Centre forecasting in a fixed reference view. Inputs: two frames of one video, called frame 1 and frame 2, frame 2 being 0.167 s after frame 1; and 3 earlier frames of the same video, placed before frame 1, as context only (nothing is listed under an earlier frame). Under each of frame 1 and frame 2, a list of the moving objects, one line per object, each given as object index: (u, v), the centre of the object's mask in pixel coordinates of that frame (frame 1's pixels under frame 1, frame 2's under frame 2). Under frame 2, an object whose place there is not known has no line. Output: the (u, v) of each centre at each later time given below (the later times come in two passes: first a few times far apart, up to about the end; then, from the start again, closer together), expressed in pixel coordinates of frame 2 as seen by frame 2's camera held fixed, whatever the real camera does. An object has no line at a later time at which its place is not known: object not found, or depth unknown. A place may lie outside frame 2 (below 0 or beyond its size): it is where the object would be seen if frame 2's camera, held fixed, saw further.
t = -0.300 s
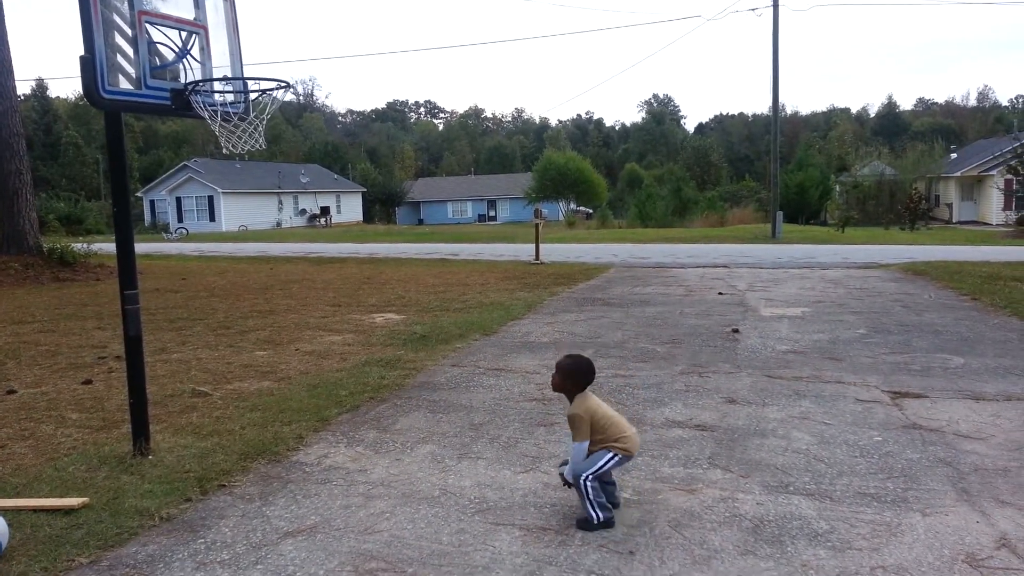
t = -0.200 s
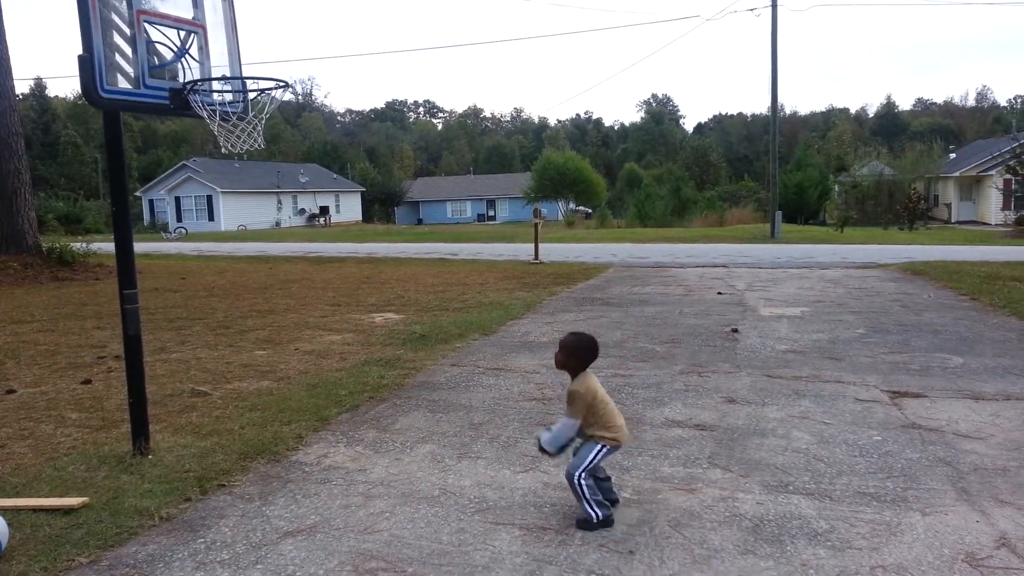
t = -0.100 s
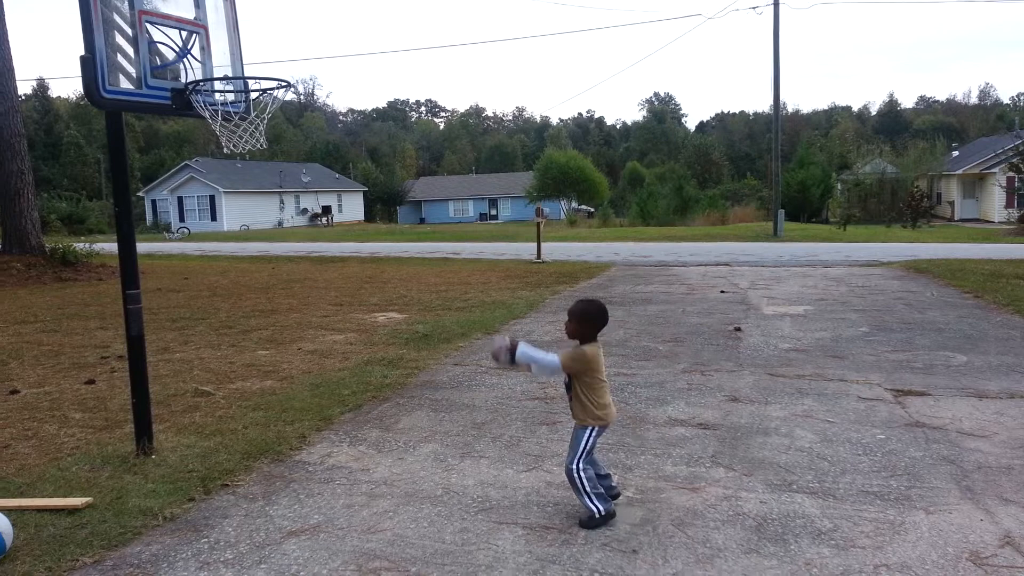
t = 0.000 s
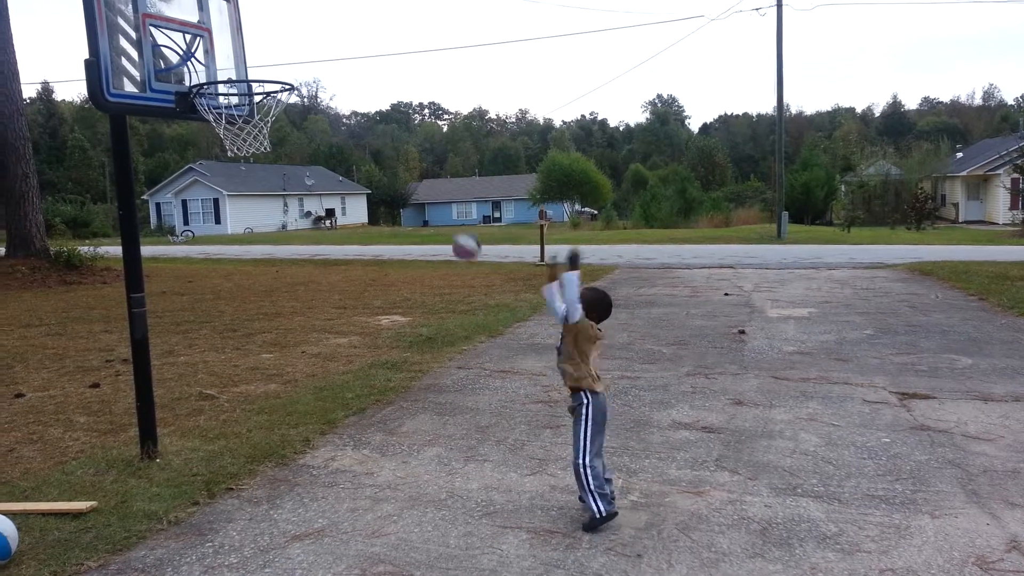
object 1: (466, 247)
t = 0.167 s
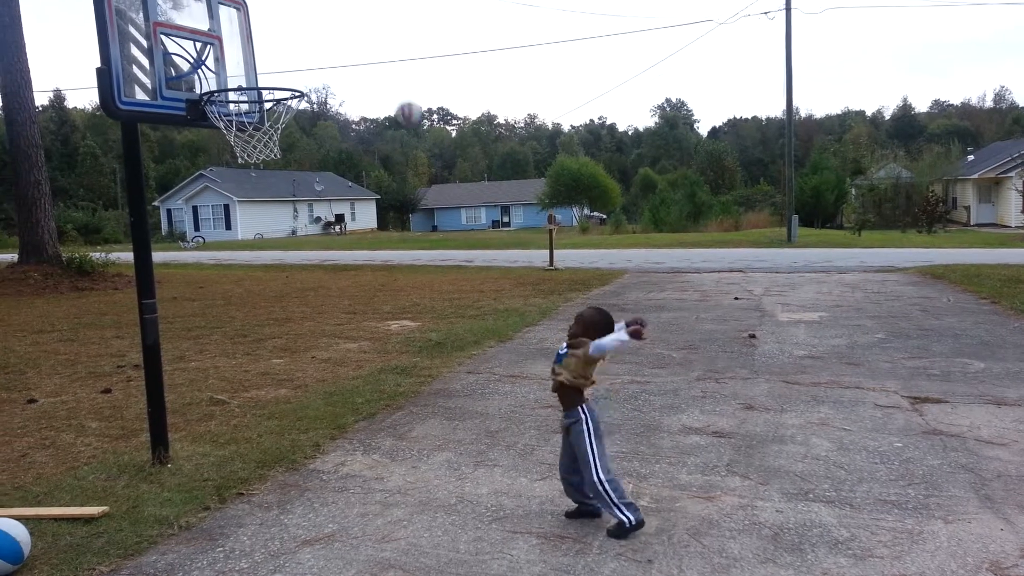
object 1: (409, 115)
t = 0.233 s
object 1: (383, 76)
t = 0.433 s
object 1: (310, 16)
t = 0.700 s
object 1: (229, 69)
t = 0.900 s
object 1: (258, 88)
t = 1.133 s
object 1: (303, 126)
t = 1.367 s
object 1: (269, 182)
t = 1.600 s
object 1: (238, 344)
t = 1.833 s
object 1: (219, 450)
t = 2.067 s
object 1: (210, 446)
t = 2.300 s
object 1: (209, 482)
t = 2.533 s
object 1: (209, 499)
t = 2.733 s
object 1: (211, 510)
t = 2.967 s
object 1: (214, 522)
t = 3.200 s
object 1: (216, 533)
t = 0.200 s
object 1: (396, 95)
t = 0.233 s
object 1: (383, 76)
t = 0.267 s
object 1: (371, 61)
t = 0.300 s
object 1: (358, 47)
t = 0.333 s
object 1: (345, 35)
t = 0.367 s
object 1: (333, 26)
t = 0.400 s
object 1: (322, 20)
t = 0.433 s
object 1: (310, 16)
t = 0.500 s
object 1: (288, 15)
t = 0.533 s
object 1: (278, 18)
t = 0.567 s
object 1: (267, 24)
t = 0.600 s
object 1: (257, 32)
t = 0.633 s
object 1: (248, 42)
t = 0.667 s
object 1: (237, 57)
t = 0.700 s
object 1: (229, 69)
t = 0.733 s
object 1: (220, 85)
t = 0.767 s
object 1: (222, 89)
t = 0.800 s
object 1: (230, 86)
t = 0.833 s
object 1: (239, 84)
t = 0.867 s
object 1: (249, 86)
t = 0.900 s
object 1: (258, 88)
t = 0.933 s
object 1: (268, 94)
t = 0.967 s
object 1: (279, 101)
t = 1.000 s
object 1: (289, 111)
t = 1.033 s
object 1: (299, 120)
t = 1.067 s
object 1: (304, 123)
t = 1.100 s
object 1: (307, 123)
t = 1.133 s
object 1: (303, 126)
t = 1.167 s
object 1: (299, 129)
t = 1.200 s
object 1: (295, 133)
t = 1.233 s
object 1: (290, 137)
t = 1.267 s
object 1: (285, 145)
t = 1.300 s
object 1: (280, 155)
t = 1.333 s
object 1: (274, 168)
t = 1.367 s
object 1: (269, 182)
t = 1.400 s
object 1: (264, 198)
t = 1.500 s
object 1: (250, 261)
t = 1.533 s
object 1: (246, 286)
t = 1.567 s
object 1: (242, 313)
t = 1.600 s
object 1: (238, 344)
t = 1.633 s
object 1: (236, 376)
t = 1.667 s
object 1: (231, 411)
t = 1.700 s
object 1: (228, 448)
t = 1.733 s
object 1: (226, 482)
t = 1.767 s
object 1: (223, 470)
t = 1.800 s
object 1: (222, 460)
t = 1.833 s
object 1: (219, 450)
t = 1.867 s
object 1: (217, 443)
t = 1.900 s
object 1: (216, 439)
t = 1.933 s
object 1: (215, 436)
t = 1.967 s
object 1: (213, 435)
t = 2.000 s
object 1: (212, 437)
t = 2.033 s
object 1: (211, 441)
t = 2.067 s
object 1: (210, 446)
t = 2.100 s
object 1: (209, 454)
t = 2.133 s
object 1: (209, 466)
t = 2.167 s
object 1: (210, 478)
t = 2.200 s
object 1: (209, 491)
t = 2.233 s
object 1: (208, 487)
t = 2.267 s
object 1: (209, 483)
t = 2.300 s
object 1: (209, 482)
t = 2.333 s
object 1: (209, 483)
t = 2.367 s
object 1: (210, 485)
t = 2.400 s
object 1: (210, 492)
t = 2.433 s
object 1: (210, 496)
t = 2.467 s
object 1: (209, 496)
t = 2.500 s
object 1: (209, 497)
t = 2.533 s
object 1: (209, 499)
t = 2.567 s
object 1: (209, 502)
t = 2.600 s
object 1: (209, 503)
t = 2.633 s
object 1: (209, 506)
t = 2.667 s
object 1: (210, 507)
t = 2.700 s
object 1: (210, 508)
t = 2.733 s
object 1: (211, 510)
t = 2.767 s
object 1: (211, 511)
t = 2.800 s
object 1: (211, 512)
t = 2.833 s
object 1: (212, 515)
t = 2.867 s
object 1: (213, 516)
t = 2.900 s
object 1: (213, 518)
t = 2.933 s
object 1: (214, 521)
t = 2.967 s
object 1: (214, 522)
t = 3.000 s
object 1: (215, 524)
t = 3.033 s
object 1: (215, 525)
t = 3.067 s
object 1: (215, 527)
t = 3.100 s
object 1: (216, 529)
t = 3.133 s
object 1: (216, 531)
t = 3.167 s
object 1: (217, 532)
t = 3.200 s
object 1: (216, 533)
